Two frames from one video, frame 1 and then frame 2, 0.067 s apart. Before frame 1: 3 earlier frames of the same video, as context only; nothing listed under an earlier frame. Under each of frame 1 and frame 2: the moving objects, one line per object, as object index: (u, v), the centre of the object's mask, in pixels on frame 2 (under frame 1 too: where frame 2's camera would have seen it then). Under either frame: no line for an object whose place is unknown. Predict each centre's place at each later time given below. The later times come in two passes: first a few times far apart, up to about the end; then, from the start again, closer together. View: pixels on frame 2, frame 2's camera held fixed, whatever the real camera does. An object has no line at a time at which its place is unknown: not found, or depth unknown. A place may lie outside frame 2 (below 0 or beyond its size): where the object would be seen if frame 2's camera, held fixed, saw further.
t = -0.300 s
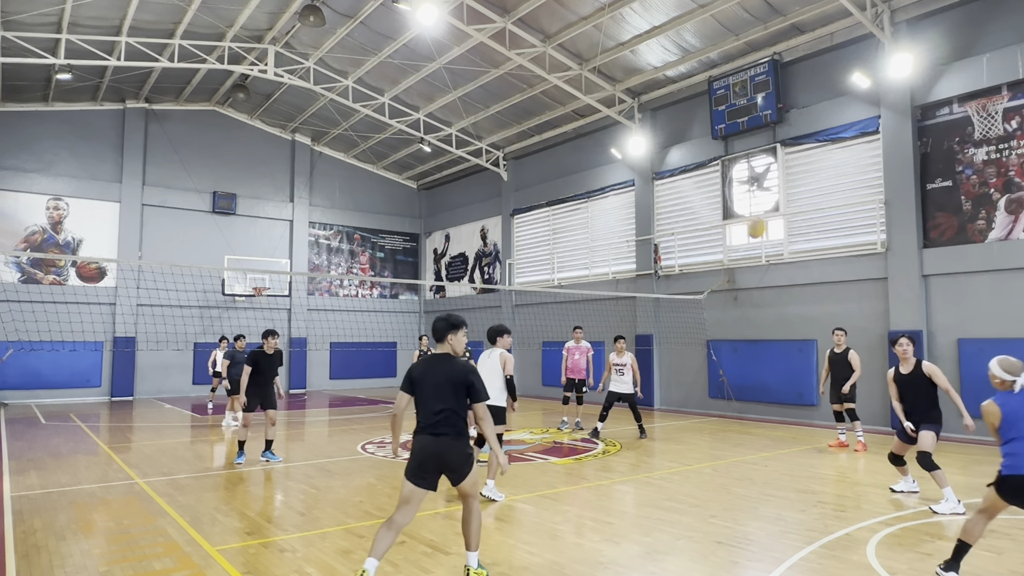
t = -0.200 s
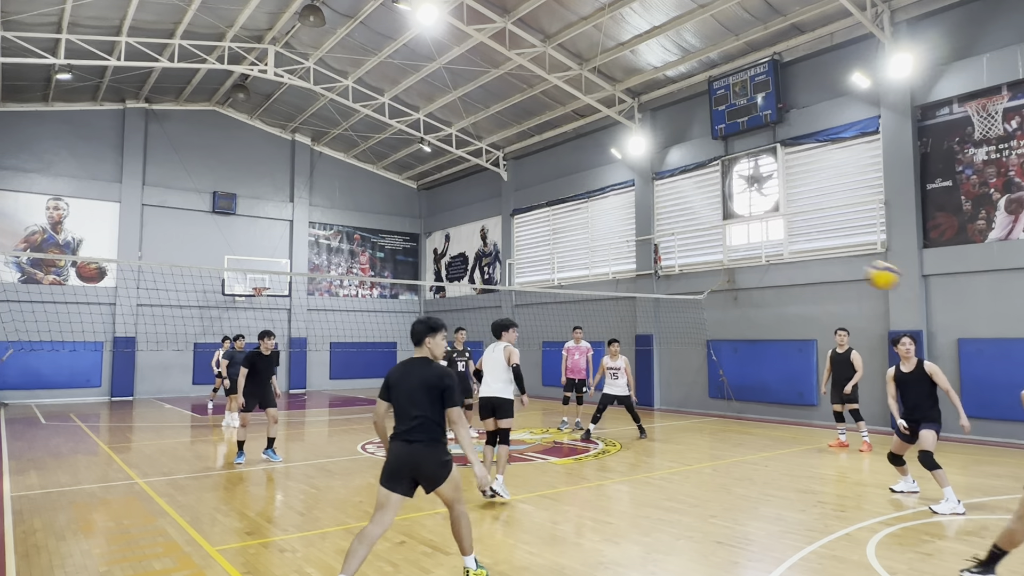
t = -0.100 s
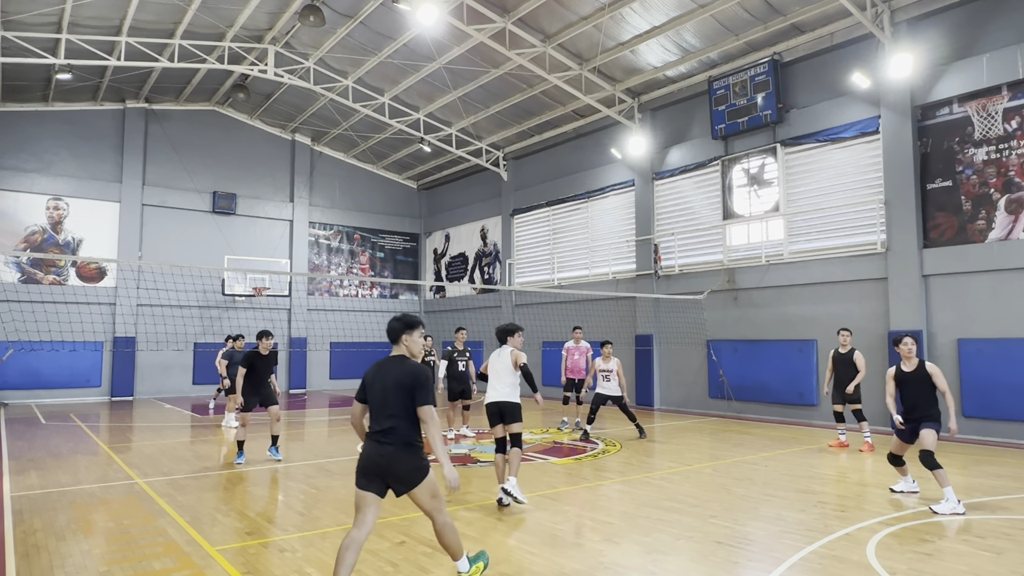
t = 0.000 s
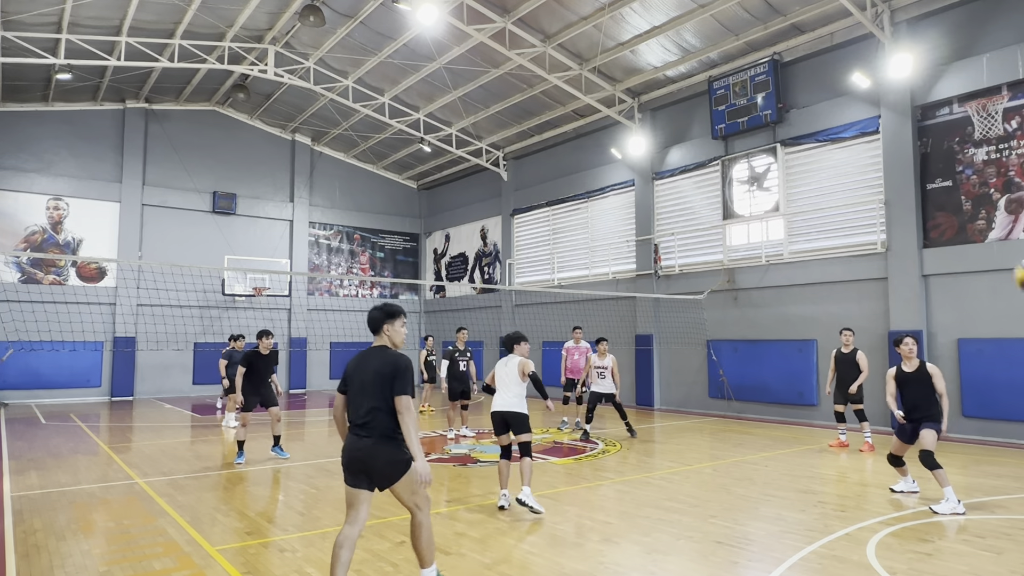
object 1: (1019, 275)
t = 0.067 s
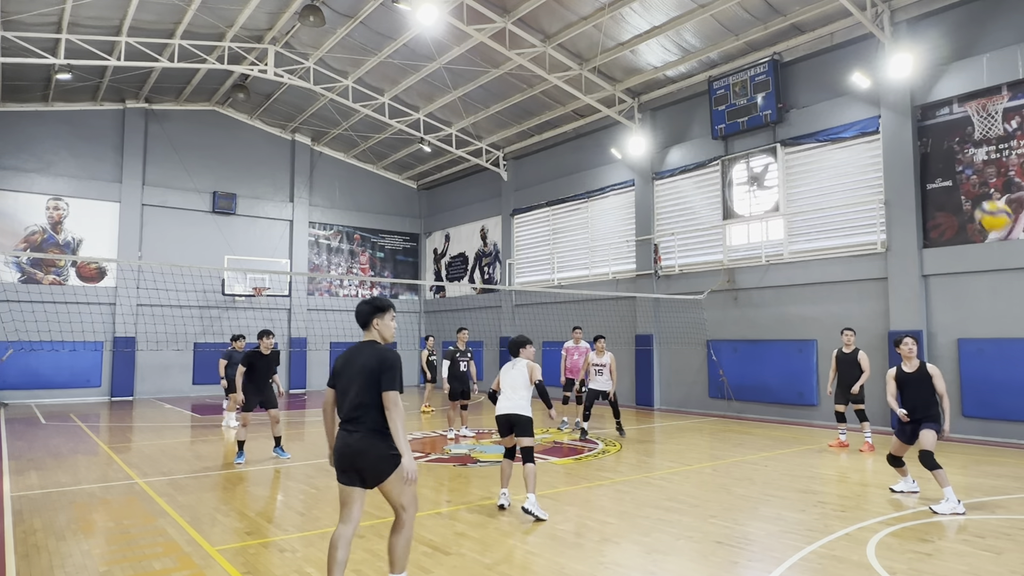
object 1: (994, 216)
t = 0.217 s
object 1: (918, 125)
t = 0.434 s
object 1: (833, 66)
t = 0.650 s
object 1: (772, 65)
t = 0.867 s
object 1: (724, 105)
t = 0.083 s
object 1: (985, 203)
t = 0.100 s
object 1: (975, 191)
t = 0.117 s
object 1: (966, 180)
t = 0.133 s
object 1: (957, 169)
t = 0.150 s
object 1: (949, 159)
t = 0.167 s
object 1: (941, 150)
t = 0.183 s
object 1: (933, 141)
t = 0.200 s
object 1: (925, 133)
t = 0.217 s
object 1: (918, 125)
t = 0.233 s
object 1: (910, 117)
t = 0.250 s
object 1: (903, 111)
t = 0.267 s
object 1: (895, 104)
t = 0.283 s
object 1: (888, 99)
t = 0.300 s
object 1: (880, 95)
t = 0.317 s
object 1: (874, 90)
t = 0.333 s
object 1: (867, 85)
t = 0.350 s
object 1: (861, 80)
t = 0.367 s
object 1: (856, 77)
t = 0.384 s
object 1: (849, 73)
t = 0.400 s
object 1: (843, 70)
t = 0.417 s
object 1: (839, 69)
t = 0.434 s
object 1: (833, 66)
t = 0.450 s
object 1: (828, 65)
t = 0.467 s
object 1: (823, 63)
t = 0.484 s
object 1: (818, 62)
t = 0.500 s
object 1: (813, 61)
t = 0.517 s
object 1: (808, 60)
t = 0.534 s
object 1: (803, 60)
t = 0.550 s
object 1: (798, 60)
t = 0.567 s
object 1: (794, 60)
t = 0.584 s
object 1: (789, 60)
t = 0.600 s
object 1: (785, 61)
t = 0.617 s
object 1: (780, 62)
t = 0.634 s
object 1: (777, 63)
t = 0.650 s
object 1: (772, 65)
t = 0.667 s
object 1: (768, 66)
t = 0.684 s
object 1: (764, 68)
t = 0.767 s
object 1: (745, 82)
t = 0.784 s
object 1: (741, 86)
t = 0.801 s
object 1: (738, 89)
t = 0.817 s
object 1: (734, 93)
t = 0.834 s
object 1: (731, 96)
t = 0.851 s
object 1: (727, 101)
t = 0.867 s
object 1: (724, 105)
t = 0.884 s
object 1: (721, 109)
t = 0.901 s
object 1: (718, 114)
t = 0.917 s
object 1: (715, 119)
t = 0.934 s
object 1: (712, 124)
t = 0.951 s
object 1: (709, 129)
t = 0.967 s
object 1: (705, 134)
